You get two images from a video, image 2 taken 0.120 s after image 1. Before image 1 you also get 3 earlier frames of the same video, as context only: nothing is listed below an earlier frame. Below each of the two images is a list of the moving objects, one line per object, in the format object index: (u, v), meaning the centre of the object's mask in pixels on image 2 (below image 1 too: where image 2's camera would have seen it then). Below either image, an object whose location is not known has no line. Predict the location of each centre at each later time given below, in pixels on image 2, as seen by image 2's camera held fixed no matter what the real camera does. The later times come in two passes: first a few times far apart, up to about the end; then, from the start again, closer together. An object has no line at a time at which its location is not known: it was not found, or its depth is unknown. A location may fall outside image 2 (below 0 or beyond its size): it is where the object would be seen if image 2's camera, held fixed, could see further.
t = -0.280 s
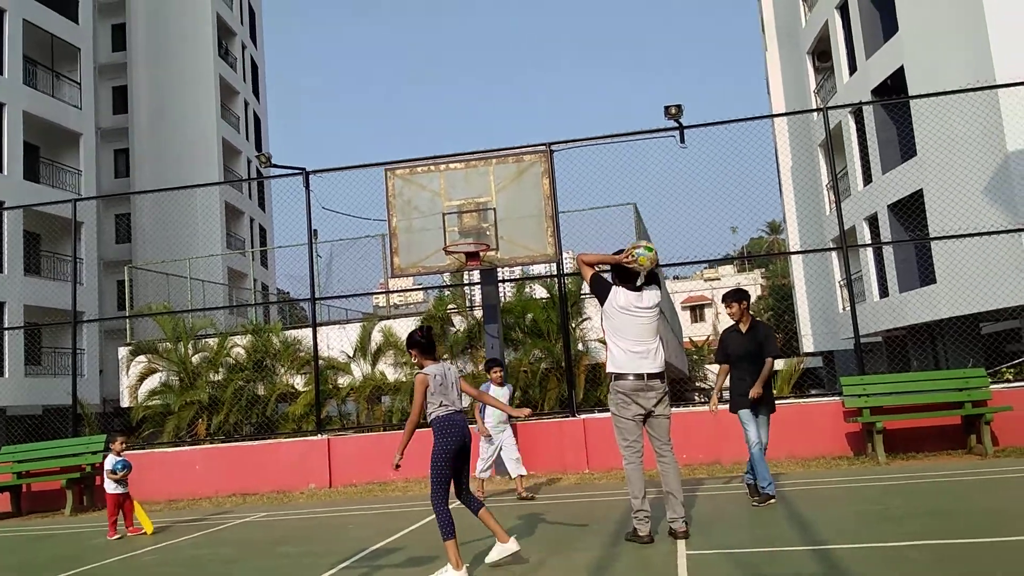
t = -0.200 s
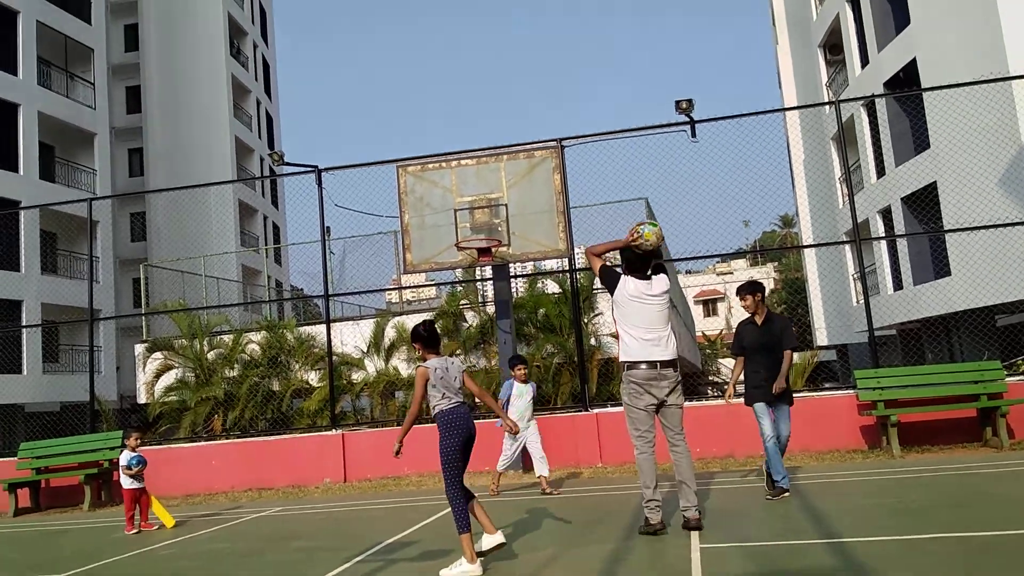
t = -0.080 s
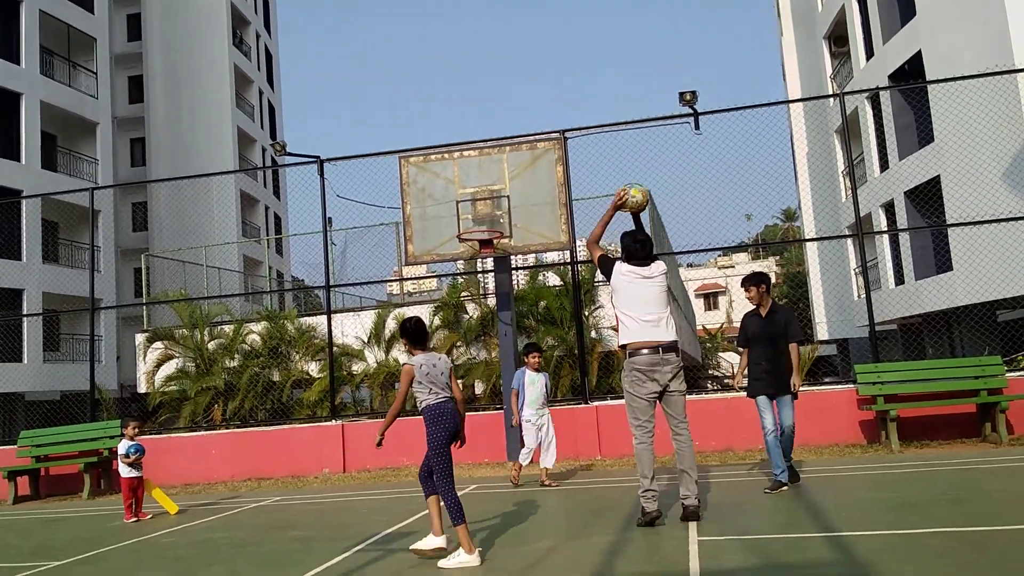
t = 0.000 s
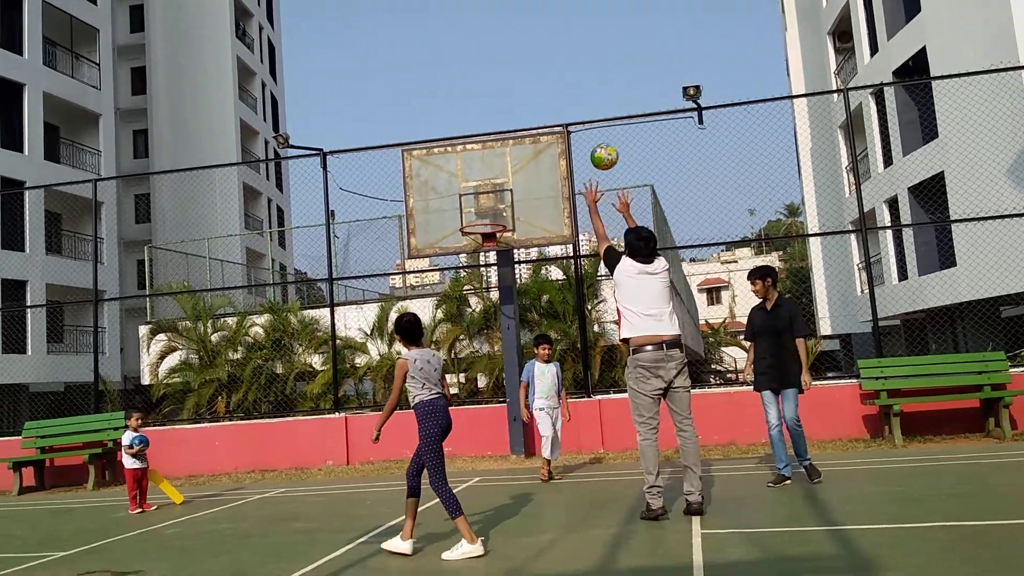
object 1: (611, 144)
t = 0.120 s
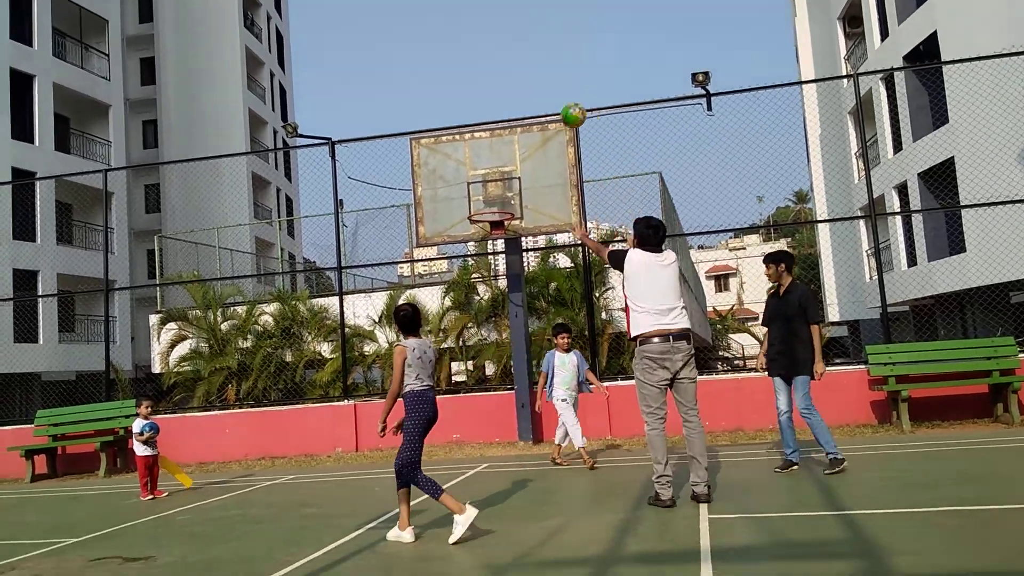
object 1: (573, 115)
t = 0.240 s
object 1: (545, 112)
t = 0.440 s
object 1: (519, 139)
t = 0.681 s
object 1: (497, 197)
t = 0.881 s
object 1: (487, 241)
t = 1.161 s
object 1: (499, 330)
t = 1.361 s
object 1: (505, 414)
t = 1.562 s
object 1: (506, 415)
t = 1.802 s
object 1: (510, 378)
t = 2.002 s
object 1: (515, 382)
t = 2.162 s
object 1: (520, 407)
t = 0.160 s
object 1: (563, 112)
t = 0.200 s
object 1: (553, 111)
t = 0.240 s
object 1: (545, 112)
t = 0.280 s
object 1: (538, 115)
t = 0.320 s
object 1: (533, 119)
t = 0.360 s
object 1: (527, 123)
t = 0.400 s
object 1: (522, 131)
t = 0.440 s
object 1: (519, 139)
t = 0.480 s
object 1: (514, 146)
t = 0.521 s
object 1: (511, 154)
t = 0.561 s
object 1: (507, 164)
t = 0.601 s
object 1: (503, 175)
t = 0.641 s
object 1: (501, 186)
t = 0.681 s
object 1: (497, 197)
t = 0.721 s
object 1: (495, 207)
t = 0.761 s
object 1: (492, 215)
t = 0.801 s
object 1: (488, 223)
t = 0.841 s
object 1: (486, 231)
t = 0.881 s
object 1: (487, 241)
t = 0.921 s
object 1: (488, 250)
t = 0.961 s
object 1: (489, 261)
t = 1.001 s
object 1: (489, 273)
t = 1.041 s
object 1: (492, 286)
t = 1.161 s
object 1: (499, 330)
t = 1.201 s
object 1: (498, 344)
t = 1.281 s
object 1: (501, 378)
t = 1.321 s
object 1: (503, 396)
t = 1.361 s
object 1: (505, 414)
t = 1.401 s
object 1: (506, 434)
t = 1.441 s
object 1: (507, 450)
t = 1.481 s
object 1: (507, 438)
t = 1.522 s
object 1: (507, 426)
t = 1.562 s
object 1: (506, 415)
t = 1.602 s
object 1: (506, 406)
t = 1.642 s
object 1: (507, 397)
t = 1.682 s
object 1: (508, 390)
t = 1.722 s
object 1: (508, 385)
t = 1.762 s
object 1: (509, 381)
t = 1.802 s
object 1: (510, 378)
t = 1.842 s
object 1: (511, 376)
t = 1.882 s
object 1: (512, 376)
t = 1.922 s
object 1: (513, 377)
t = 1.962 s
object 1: (514, 379)
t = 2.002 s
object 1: (515, 382)
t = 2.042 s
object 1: (516, 386)
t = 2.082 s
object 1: (518, 392)
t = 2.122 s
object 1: (519, 399)
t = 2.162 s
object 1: (520, 407)
